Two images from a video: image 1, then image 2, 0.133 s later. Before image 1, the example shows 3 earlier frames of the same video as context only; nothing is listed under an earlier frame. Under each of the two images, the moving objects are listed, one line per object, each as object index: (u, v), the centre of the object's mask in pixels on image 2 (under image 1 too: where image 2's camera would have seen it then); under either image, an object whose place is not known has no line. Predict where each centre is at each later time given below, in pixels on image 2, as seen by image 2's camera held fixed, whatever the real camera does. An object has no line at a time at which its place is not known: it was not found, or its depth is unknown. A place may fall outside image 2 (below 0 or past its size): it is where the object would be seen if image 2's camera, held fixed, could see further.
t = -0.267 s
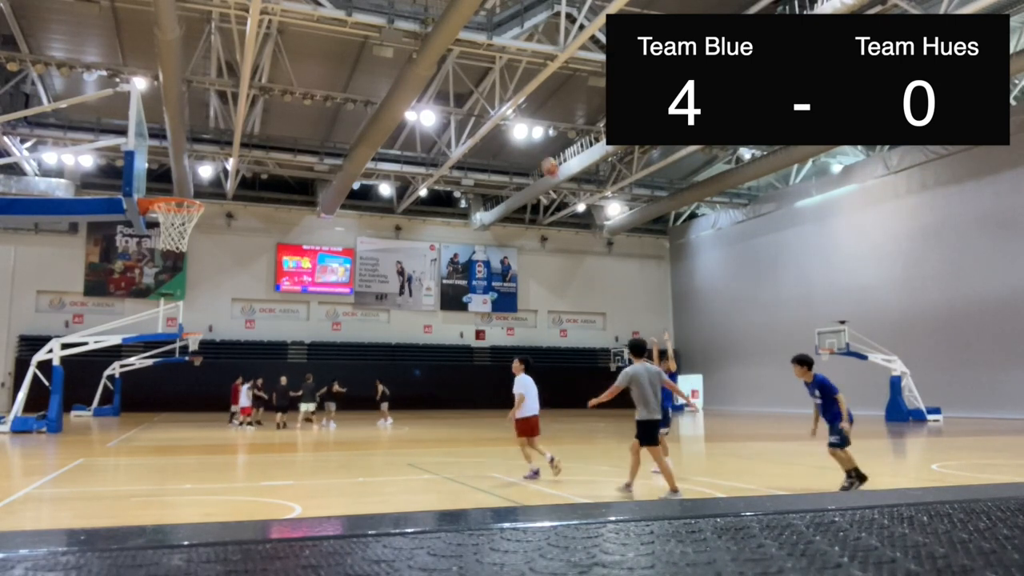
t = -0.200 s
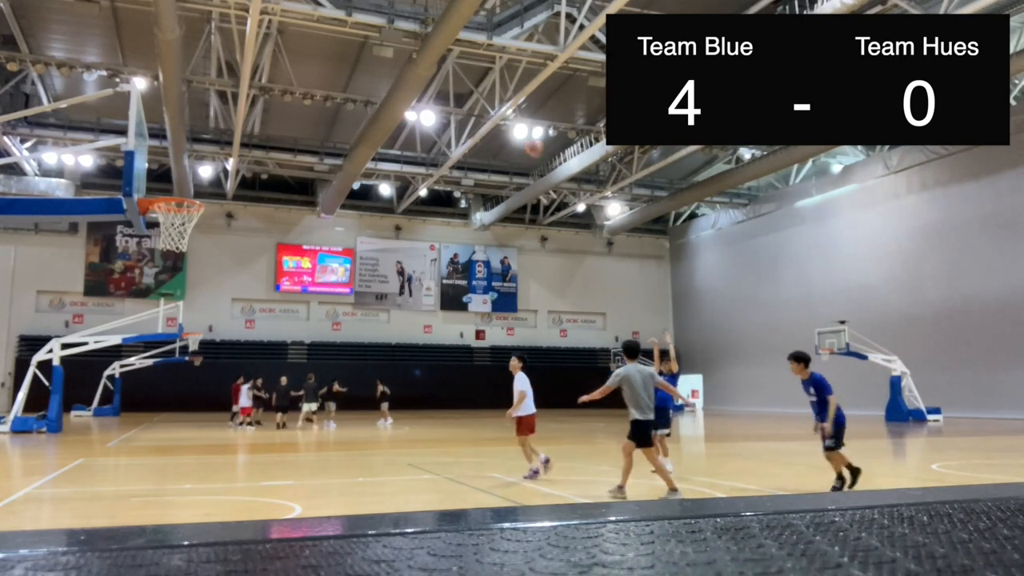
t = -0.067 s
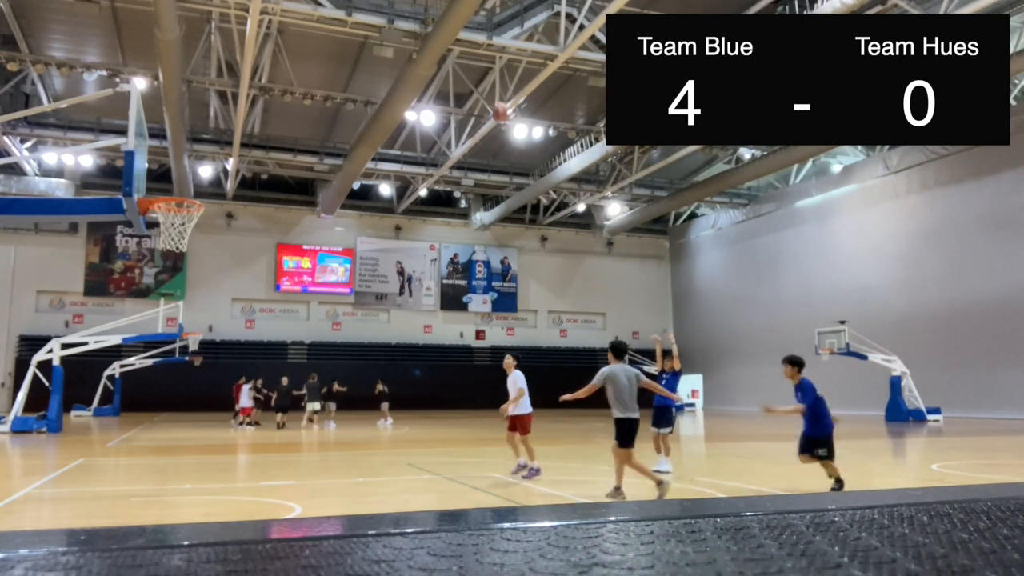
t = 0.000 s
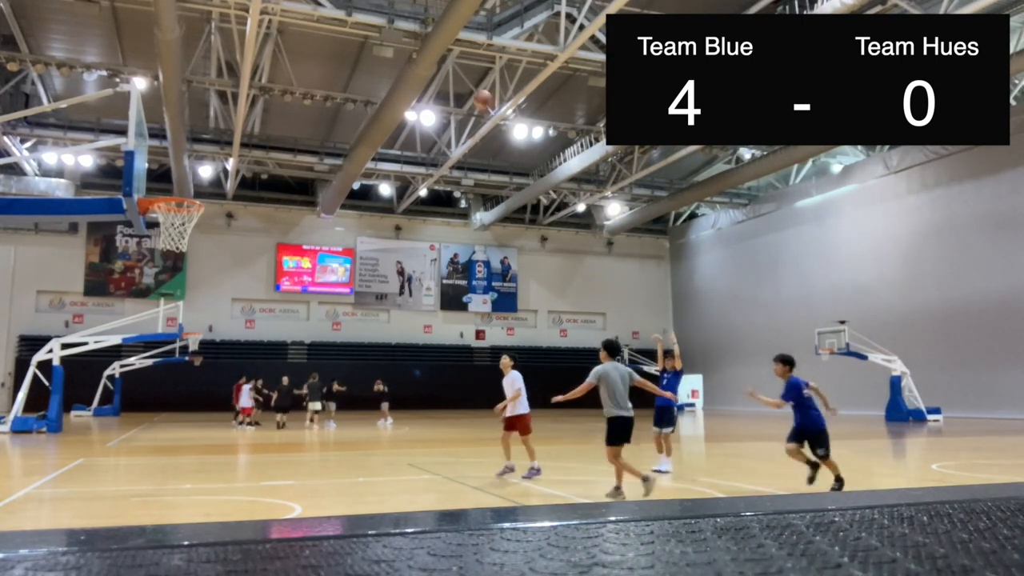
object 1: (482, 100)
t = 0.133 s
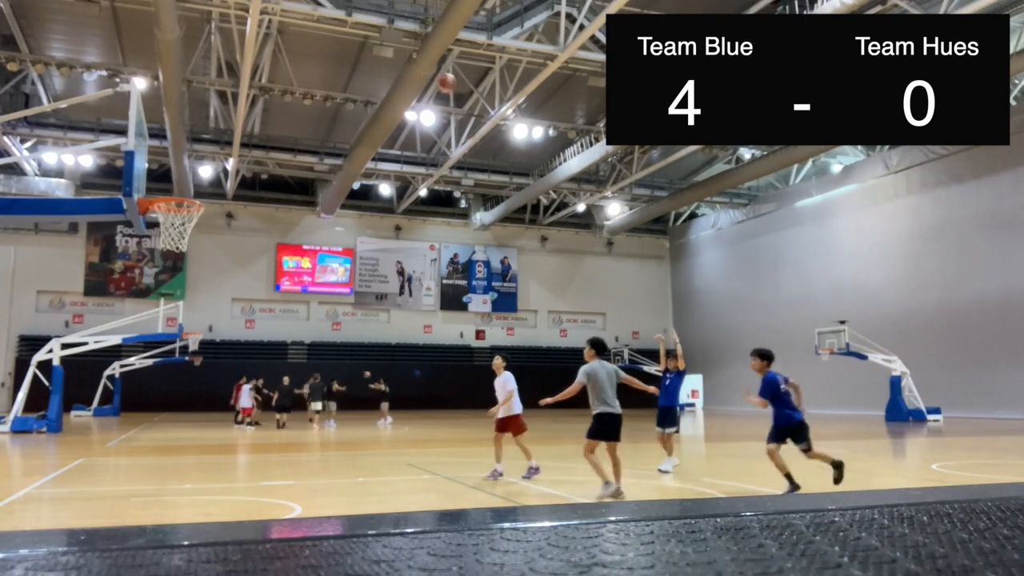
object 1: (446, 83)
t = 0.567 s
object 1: (307, 119)
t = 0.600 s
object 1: (294, 129)
